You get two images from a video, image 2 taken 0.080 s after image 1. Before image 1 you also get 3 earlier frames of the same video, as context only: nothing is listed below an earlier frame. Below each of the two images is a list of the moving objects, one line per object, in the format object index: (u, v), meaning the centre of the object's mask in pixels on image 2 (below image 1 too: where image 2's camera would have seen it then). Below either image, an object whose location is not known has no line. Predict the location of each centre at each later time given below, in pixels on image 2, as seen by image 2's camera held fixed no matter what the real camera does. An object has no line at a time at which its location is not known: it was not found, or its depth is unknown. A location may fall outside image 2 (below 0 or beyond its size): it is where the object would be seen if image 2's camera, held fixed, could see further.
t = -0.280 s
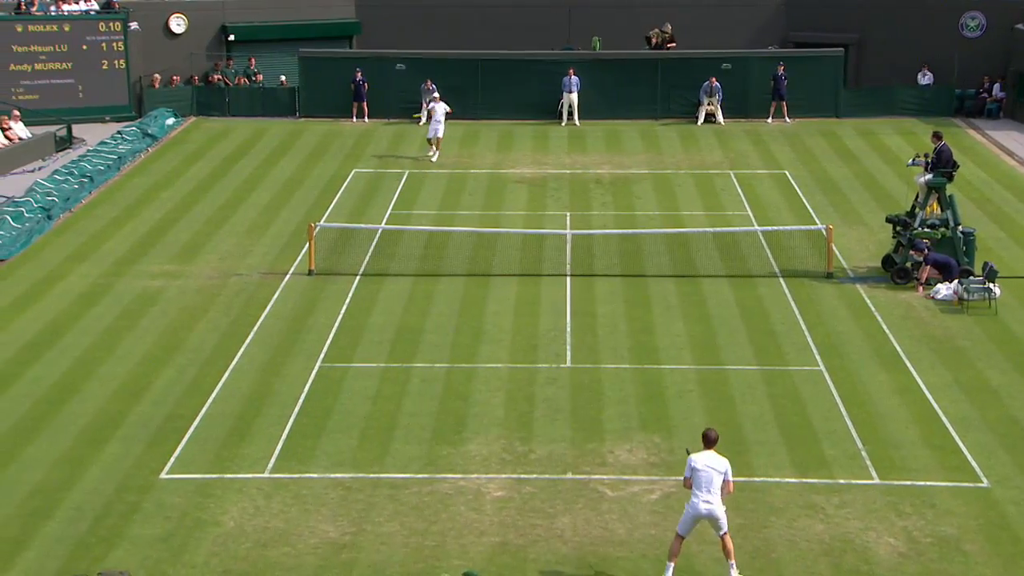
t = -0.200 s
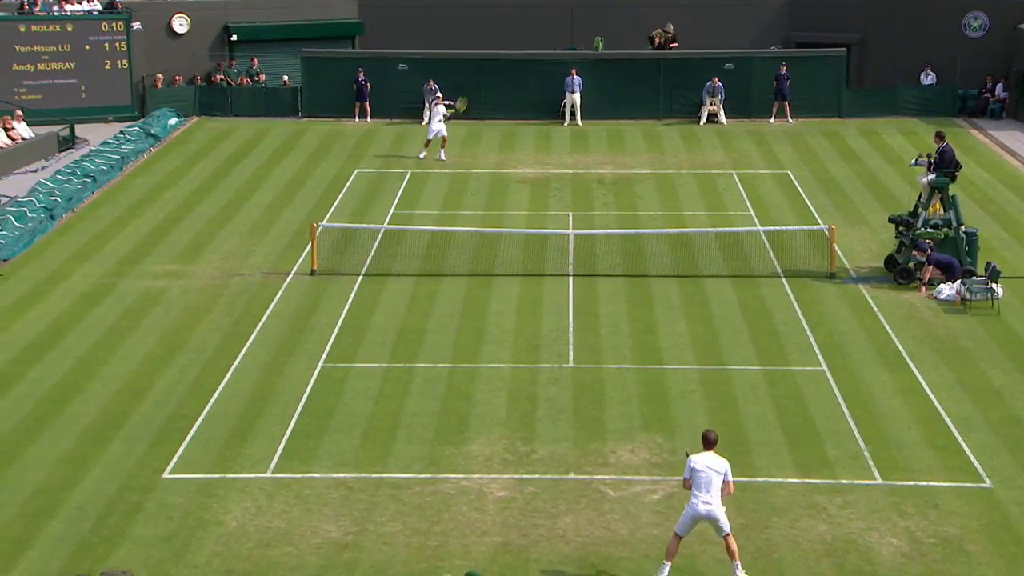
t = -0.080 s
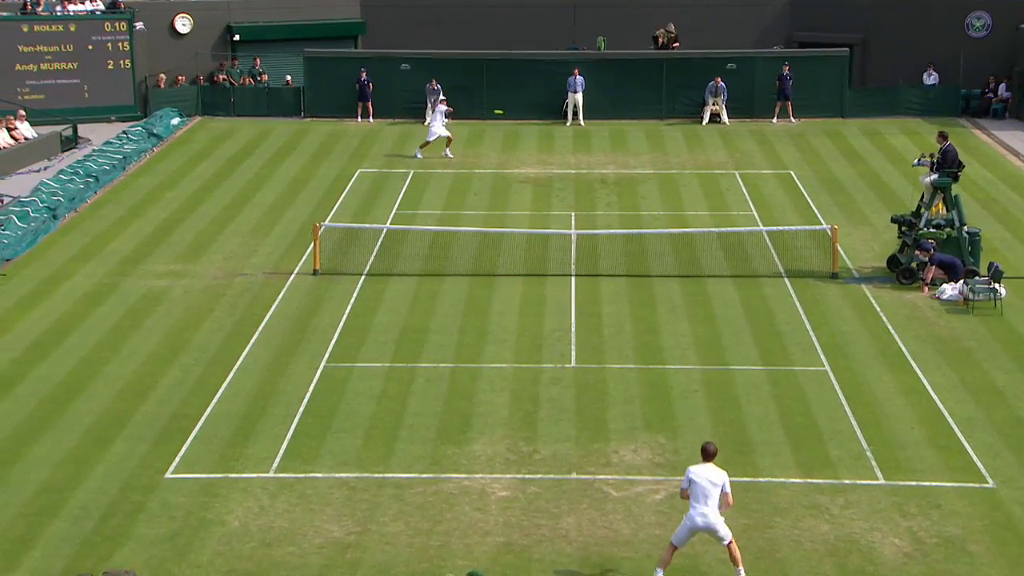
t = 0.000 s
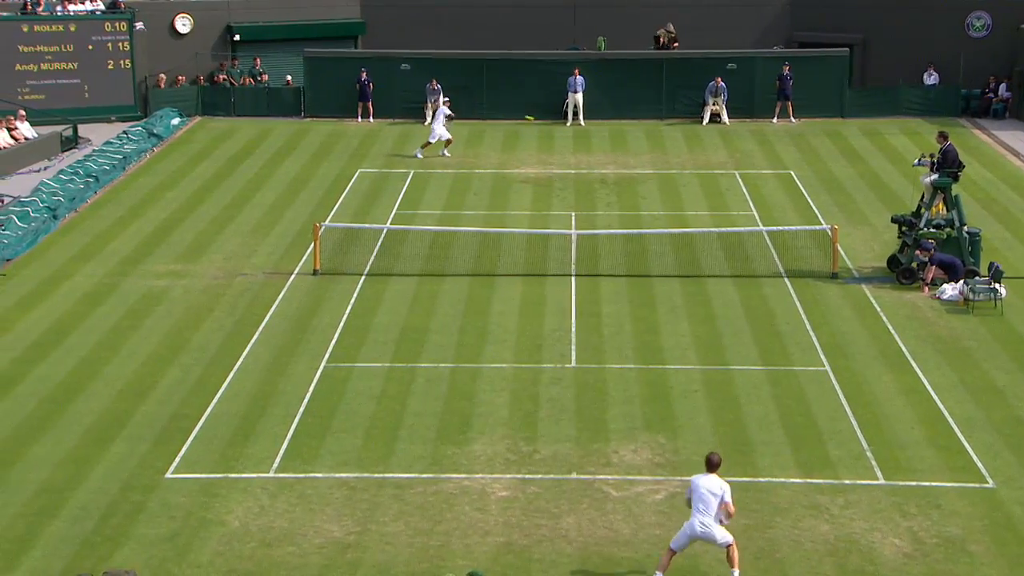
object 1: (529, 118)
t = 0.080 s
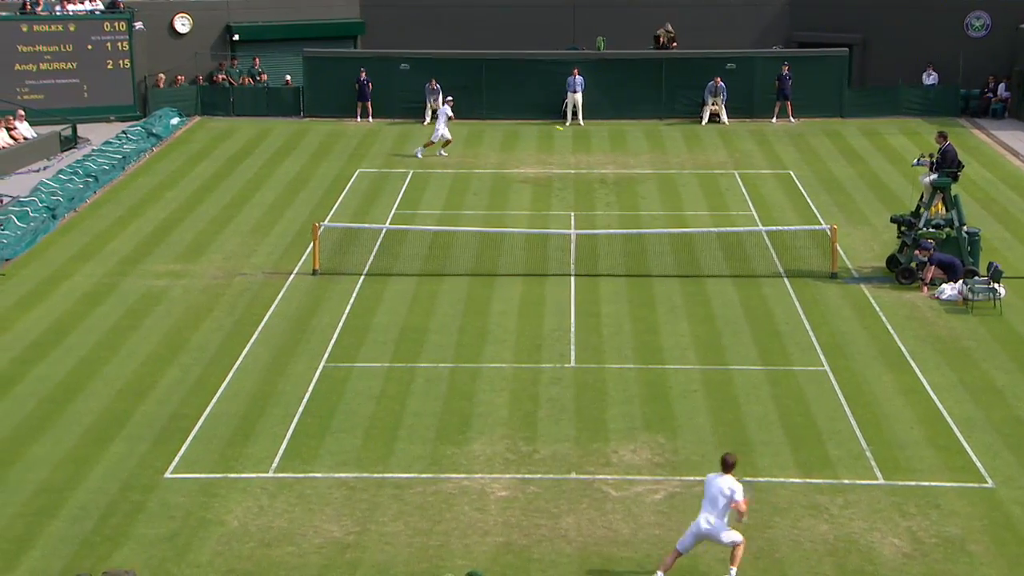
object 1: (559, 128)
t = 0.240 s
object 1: (621, 163)
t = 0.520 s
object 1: (735, 276)
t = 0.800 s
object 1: (849, 343)
